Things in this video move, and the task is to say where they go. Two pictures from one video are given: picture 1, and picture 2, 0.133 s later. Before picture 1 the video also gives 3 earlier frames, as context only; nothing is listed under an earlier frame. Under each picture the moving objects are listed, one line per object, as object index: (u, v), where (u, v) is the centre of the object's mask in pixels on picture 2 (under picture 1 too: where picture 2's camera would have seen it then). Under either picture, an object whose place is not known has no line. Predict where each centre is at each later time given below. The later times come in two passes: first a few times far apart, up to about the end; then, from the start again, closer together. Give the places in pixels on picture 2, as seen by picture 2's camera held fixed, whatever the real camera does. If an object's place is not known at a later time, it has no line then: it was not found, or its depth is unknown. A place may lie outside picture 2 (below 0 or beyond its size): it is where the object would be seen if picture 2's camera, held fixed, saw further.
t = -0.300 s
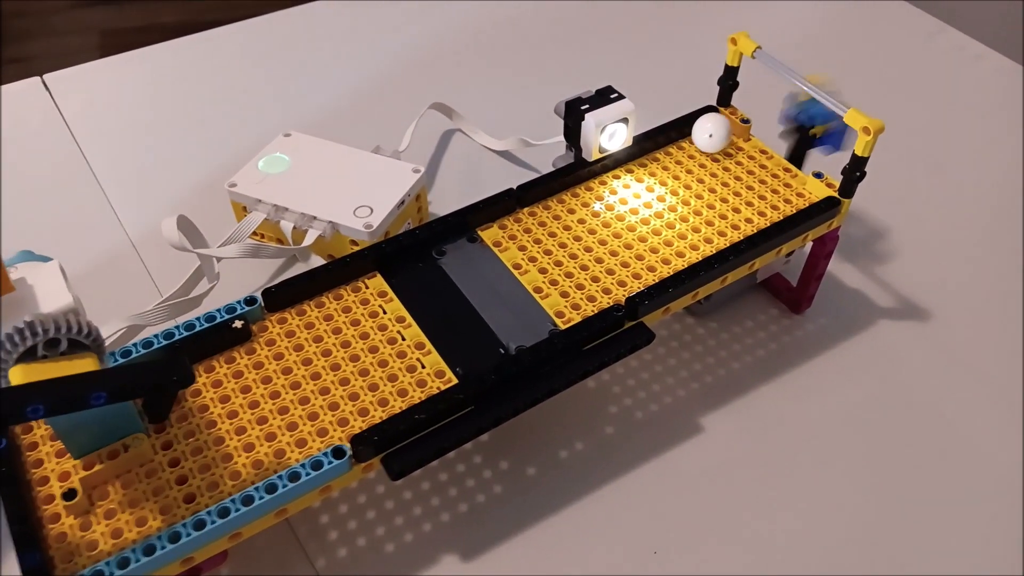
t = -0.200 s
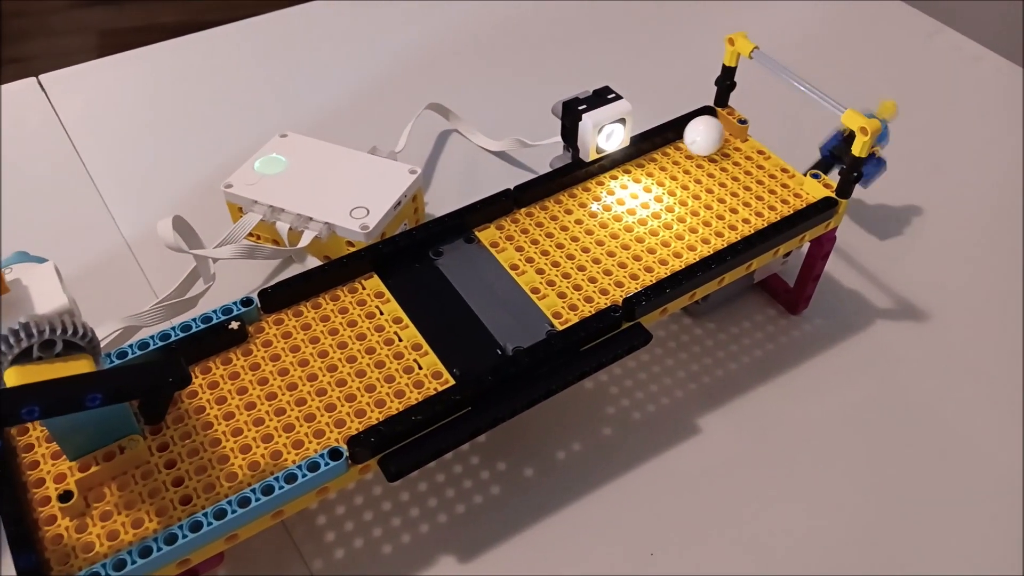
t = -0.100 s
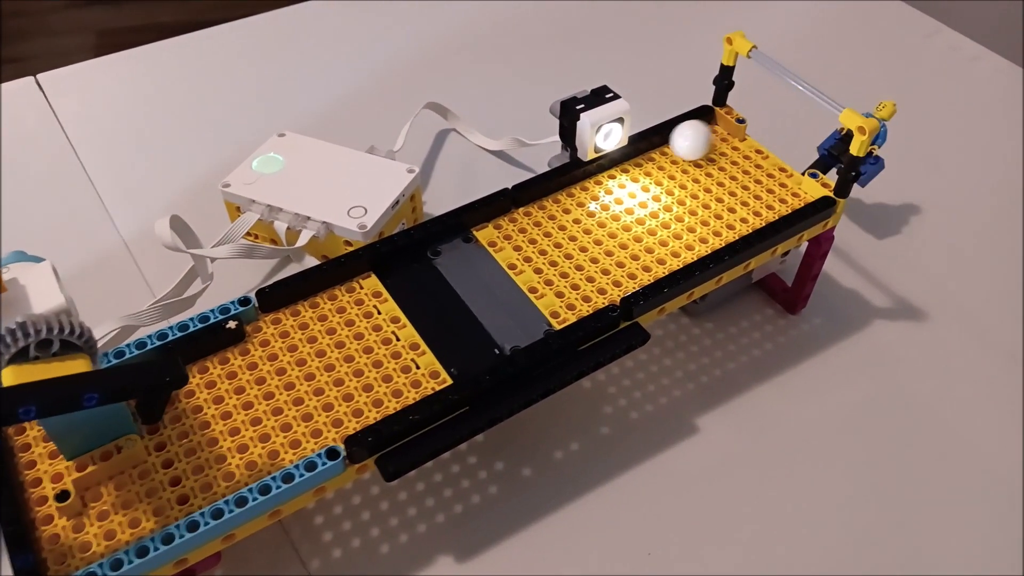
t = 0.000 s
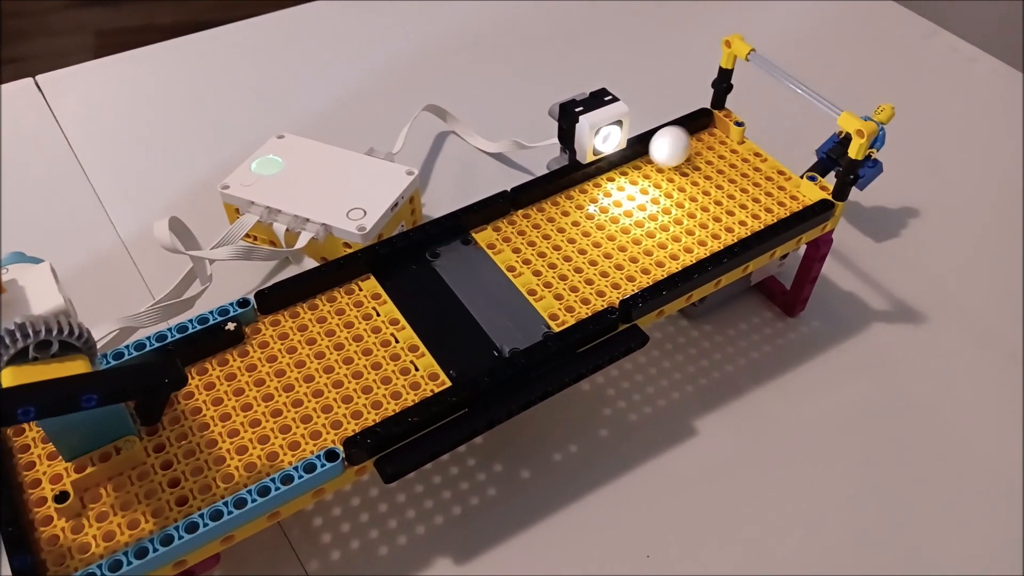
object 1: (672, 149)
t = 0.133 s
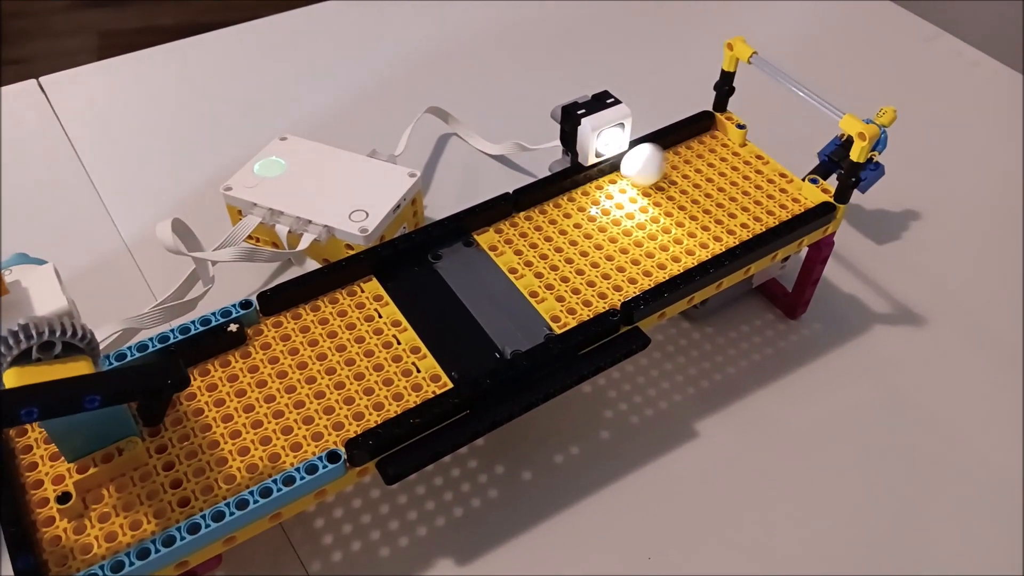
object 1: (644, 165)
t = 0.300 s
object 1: (587, 188)
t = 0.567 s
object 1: (456, 242)
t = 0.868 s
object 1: (269, 330)
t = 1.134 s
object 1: (177, 433)
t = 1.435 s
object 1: (134, 505)
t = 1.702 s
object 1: (71, 530)
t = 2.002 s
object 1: (64, 541)
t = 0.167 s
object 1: (635, 170)
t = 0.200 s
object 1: (625, 173)
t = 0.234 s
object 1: (613, 177)
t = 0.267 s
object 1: (600, 182)
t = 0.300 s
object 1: (587, 188)
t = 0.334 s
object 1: (575, 195)
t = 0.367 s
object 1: (562, 202)
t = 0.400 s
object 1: (547, 208)
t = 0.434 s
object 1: (531, 214)
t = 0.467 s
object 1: (513, 219)
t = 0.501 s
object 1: (495, 226)
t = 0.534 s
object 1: (476, 234)
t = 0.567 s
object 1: (456, 242)
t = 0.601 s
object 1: (439, 249)
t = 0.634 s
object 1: (418, 259)
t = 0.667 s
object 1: (400, 268)
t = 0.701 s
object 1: (380, 277)
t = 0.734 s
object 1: (360, 288)
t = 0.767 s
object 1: (337, 299)
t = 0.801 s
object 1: (313, 309)
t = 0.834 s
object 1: (289, 318)
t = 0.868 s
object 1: (269, 330)
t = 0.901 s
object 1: (270, 343)
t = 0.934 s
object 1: (264, 354)
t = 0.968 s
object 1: (256, 369)
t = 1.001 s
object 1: (245, 381)
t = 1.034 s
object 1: (231, 395)
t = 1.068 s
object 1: (216, 408)
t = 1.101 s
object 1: (197, 420)
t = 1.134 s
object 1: (177, 433)
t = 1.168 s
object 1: (172, 443)
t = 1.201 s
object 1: (175, 456)
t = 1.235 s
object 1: (174, 468)
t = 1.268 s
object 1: (172, 481)
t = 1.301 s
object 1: (170, 495)
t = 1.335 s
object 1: (163, 495)
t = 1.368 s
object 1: (155, 496)
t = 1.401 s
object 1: (144, 500)
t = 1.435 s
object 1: (134, 505)
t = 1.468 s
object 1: (120, 513)
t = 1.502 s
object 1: (109, 521)
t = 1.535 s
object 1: (94, 530)
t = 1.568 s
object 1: (77, 539)
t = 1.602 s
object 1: (68, 542)
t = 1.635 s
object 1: (75, 536)
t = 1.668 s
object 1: (75, 531)
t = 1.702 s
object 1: (71, 530)
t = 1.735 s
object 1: (66, 532)
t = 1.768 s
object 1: (63, 533)
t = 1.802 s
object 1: (63, 533)
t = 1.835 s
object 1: (63, 534)
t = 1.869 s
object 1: (64, 535)
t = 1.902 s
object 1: (64, 538)
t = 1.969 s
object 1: (64, 539)
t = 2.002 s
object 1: (64, 541)
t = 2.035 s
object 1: (65, 543)
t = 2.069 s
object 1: (66, 544)
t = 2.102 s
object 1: (65, 545)
